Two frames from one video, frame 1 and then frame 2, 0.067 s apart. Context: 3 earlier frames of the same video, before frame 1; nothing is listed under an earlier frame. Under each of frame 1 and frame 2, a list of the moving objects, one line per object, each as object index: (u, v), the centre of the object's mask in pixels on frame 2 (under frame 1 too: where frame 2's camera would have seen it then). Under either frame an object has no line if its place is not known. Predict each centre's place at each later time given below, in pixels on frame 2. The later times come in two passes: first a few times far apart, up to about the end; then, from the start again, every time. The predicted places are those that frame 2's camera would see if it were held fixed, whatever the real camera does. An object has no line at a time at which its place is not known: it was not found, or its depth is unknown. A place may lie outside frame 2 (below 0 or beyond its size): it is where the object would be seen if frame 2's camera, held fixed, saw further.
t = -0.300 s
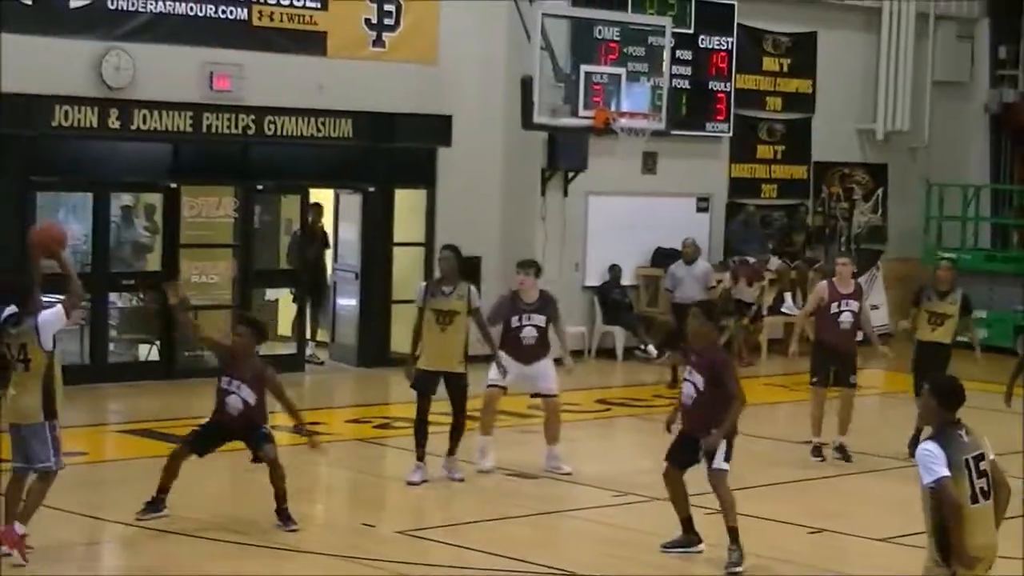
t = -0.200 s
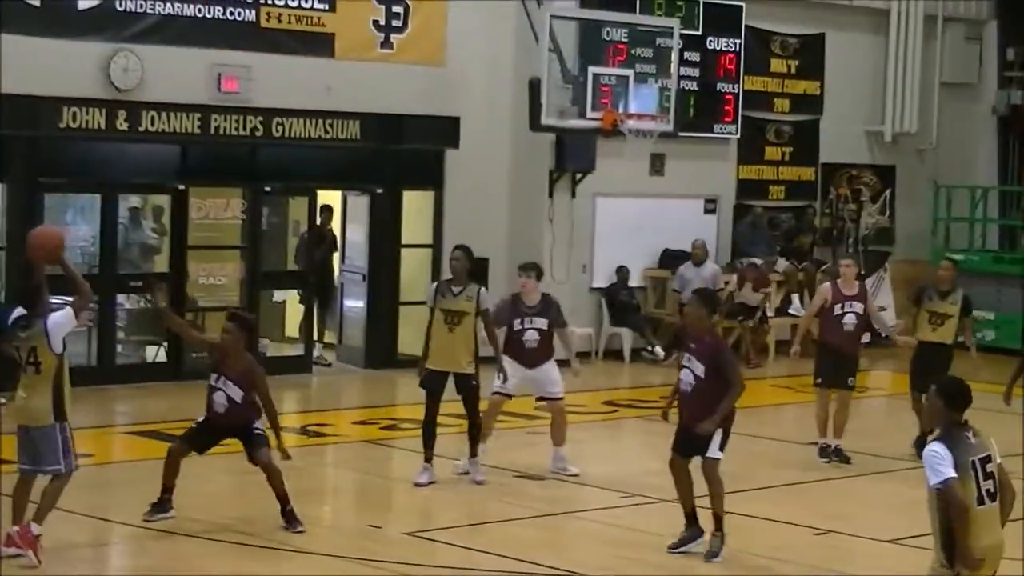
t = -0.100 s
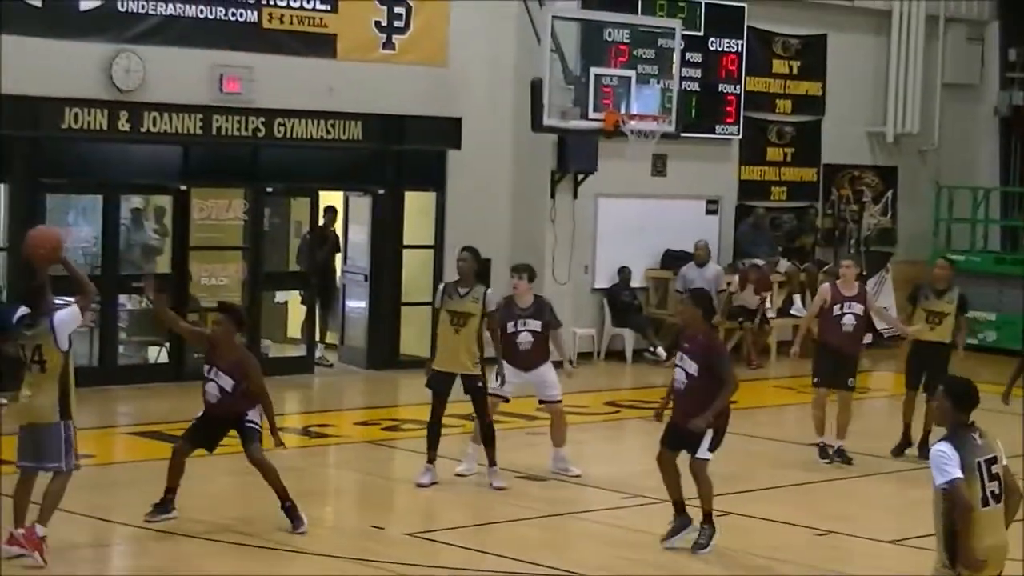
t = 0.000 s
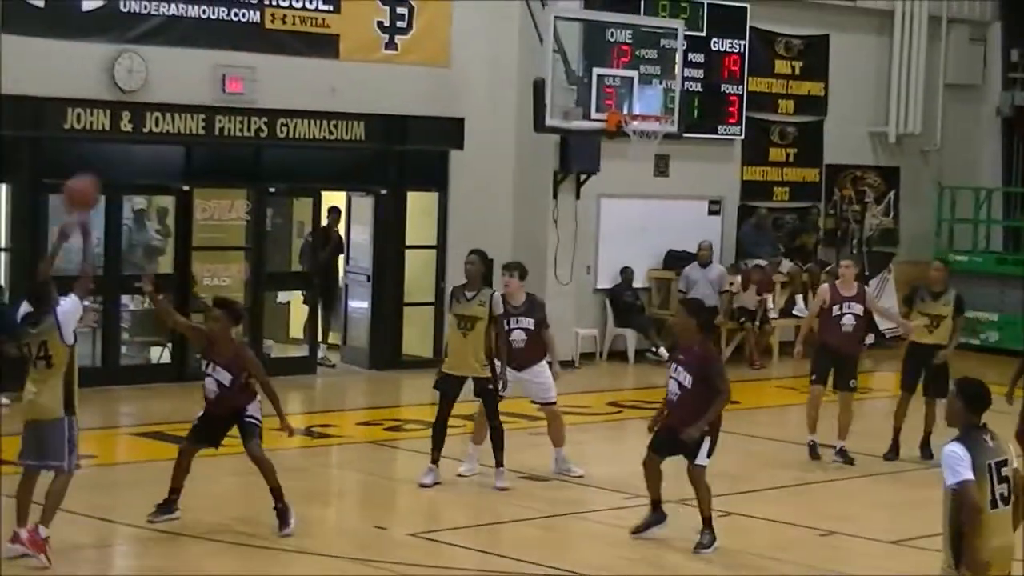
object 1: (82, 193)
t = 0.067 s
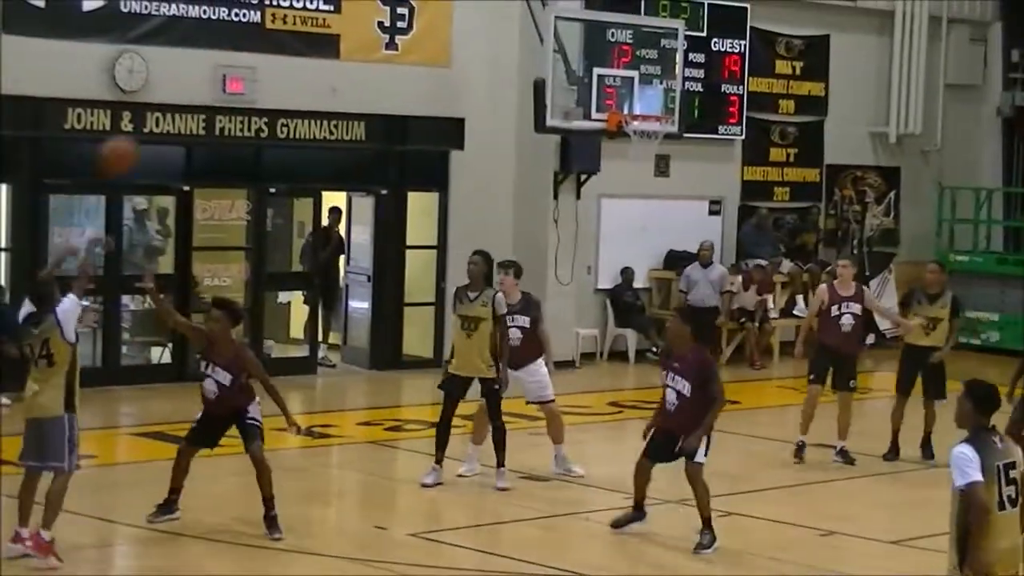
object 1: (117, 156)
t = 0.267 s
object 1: (224, 82)
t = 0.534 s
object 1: (343, 77)
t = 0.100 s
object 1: (136, 138)
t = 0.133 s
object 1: (155, 123)
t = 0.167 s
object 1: (172, 110)
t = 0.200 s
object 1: (190, 98)
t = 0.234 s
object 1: (206, 89)
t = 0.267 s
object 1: (224, 82)
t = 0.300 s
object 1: (238, 76)
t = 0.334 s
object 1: (256, 71)
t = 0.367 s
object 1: (271, 68)
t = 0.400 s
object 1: (286, 66)
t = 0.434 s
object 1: (300, 66)
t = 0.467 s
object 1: (315, 68)
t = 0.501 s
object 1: (329, 71)
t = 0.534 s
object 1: (343, 77)
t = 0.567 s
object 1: (356, 83)
